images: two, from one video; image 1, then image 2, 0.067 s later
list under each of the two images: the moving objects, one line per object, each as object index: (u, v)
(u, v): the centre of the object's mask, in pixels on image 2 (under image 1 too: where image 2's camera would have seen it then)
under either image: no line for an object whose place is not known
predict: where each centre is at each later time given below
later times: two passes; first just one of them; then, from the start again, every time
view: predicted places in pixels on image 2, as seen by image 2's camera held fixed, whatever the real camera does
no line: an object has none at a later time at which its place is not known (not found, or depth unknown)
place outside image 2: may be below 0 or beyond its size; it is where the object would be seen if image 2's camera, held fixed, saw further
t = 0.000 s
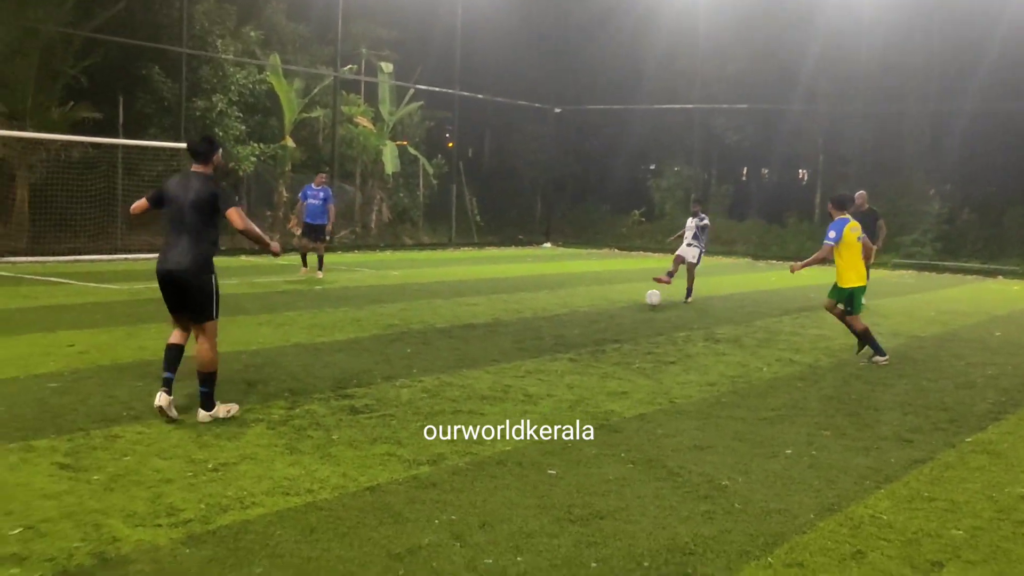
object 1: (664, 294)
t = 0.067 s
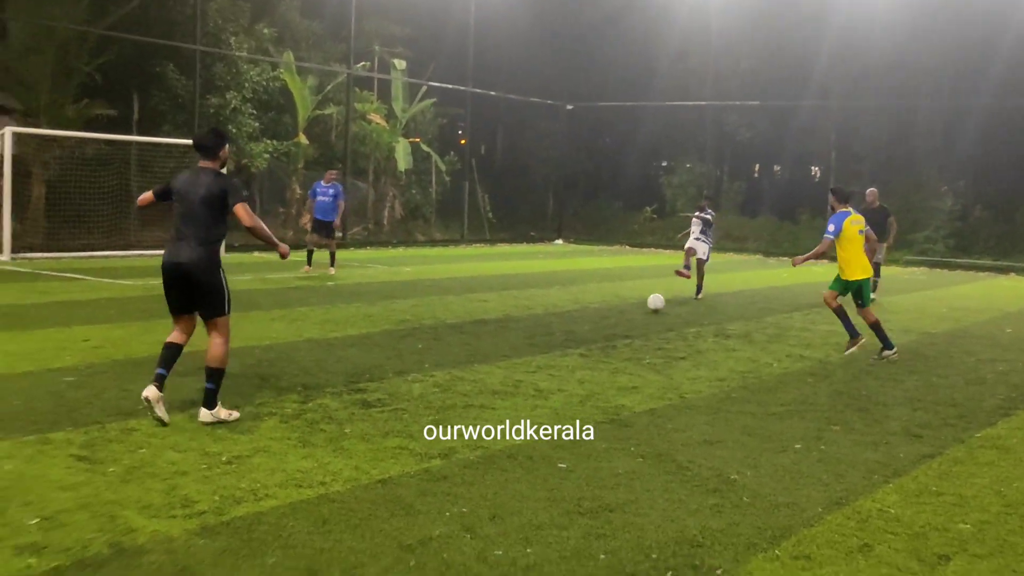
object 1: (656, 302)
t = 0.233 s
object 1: (633, 321)
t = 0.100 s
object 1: (652, 306)
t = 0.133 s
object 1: (647, 308)
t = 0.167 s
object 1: (643, 311)
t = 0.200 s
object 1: (638, 315)
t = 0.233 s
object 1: (633, 321)
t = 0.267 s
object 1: (629, 323)
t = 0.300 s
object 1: (625, 325)
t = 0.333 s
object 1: (619, 330)
